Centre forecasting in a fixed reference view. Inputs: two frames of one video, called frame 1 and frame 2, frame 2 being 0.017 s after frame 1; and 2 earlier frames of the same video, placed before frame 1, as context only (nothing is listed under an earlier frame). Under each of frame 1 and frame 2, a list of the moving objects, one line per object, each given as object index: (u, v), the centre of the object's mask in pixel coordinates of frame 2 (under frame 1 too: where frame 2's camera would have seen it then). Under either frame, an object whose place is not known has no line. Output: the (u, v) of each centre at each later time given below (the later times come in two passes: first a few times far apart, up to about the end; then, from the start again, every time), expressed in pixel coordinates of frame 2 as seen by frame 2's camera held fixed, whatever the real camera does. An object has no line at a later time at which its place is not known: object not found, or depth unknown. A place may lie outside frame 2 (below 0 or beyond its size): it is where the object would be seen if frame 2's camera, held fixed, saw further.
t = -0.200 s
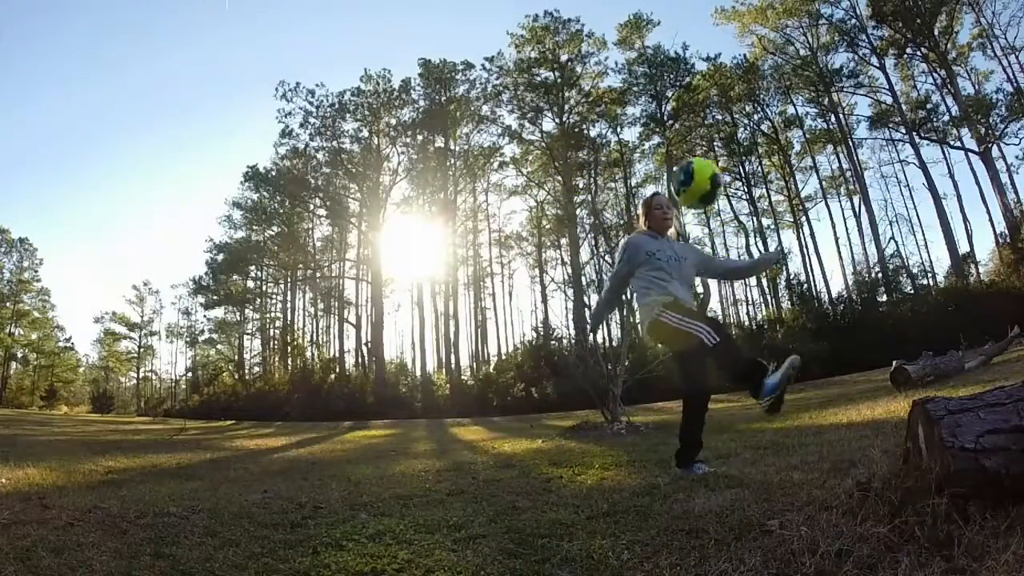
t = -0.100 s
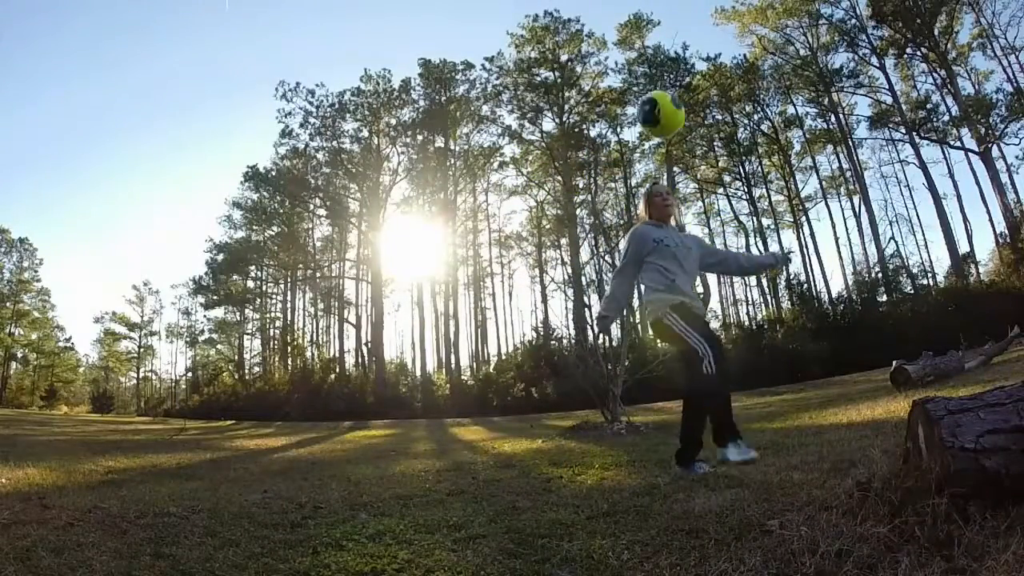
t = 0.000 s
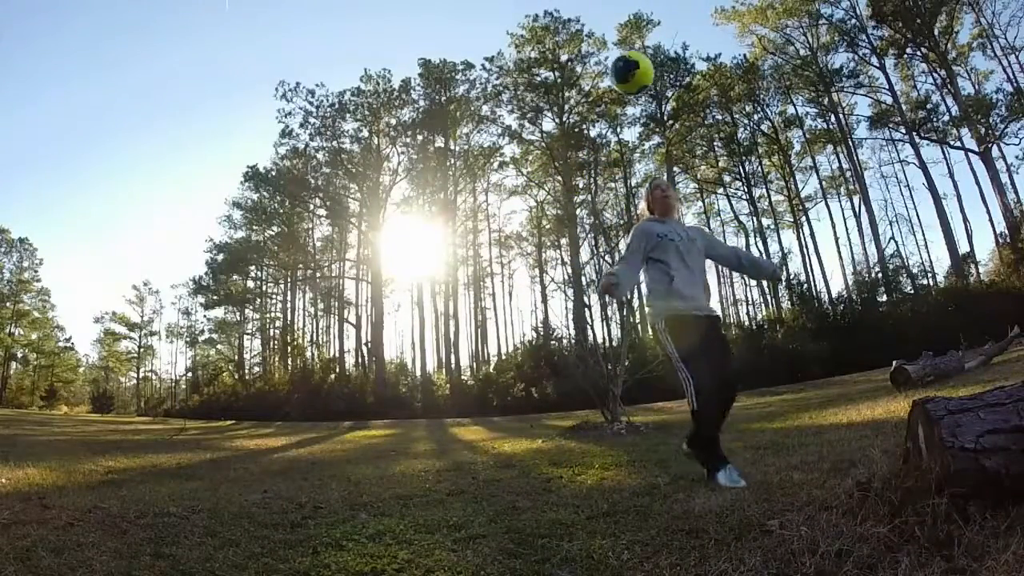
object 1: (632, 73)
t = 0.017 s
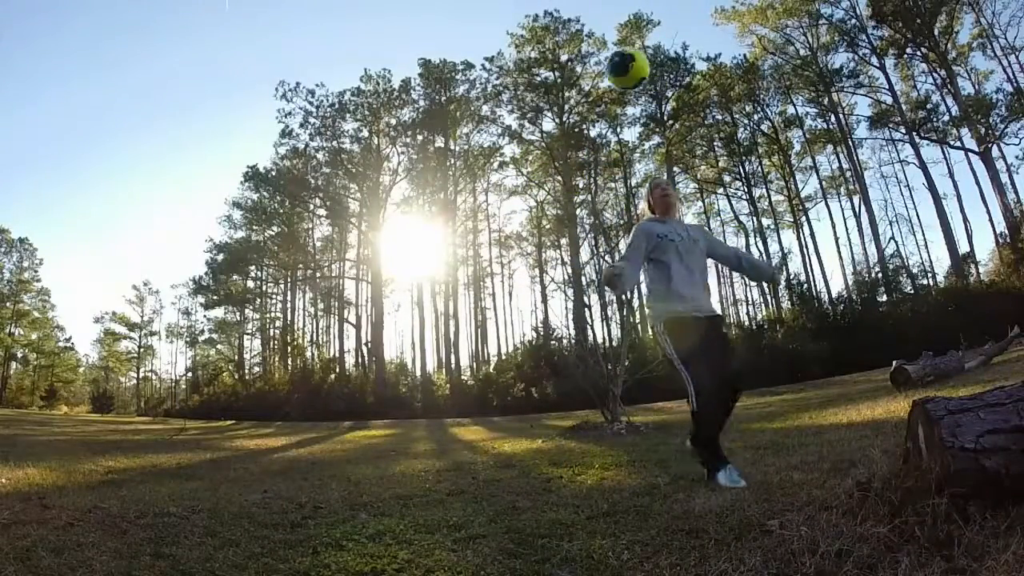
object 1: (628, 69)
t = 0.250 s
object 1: (586, 51)
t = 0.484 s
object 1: (560, 110)
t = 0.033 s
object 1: (623, 64)
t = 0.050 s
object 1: (620, 61)
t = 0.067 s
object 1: (615, 58)
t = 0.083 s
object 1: (612, 55)
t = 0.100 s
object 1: (609, 52)
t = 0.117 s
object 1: (606, 51)
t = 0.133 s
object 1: (602, 50)
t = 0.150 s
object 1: (599, 49)
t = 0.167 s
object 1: (597, 48)
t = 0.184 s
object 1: (595, 48)
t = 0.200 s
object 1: (592, 48)
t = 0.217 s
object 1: (590, 49)
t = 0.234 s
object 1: (589, 50)
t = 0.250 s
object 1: (586, 51)
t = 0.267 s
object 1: (583, 53)
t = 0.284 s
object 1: (581, 55)
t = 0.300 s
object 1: (579, 57)
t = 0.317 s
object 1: (576, 59)
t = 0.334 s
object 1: (575, 63)
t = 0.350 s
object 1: (573, 67)
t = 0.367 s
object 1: (571, 70)
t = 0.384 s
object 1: (569, 76)
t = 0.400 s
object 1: (567, 80)
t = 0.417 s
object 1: (566, 85)
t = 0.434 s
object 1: (565, 90)
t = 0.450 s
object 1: (563, 96)
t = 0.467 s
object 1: (562, 103)
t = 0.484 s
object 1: (560, 110)
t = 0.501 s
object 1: (559, 119)
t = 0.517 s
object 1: (558, 127)
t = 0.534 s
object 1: (557, 135)
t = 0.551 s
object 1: (556, 145)
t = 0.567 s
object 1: (555, 154)
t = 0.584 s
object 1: (554, 164)
